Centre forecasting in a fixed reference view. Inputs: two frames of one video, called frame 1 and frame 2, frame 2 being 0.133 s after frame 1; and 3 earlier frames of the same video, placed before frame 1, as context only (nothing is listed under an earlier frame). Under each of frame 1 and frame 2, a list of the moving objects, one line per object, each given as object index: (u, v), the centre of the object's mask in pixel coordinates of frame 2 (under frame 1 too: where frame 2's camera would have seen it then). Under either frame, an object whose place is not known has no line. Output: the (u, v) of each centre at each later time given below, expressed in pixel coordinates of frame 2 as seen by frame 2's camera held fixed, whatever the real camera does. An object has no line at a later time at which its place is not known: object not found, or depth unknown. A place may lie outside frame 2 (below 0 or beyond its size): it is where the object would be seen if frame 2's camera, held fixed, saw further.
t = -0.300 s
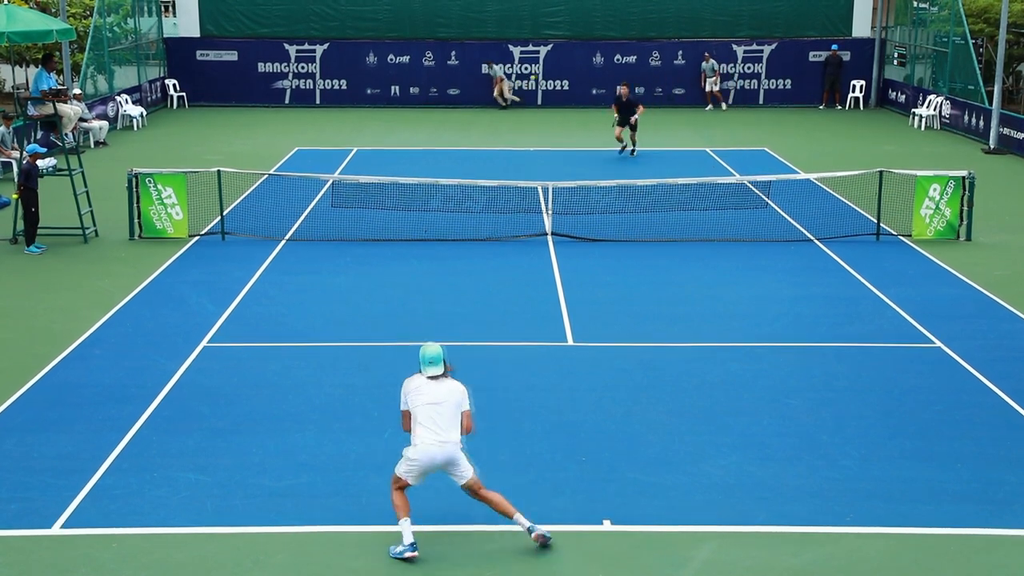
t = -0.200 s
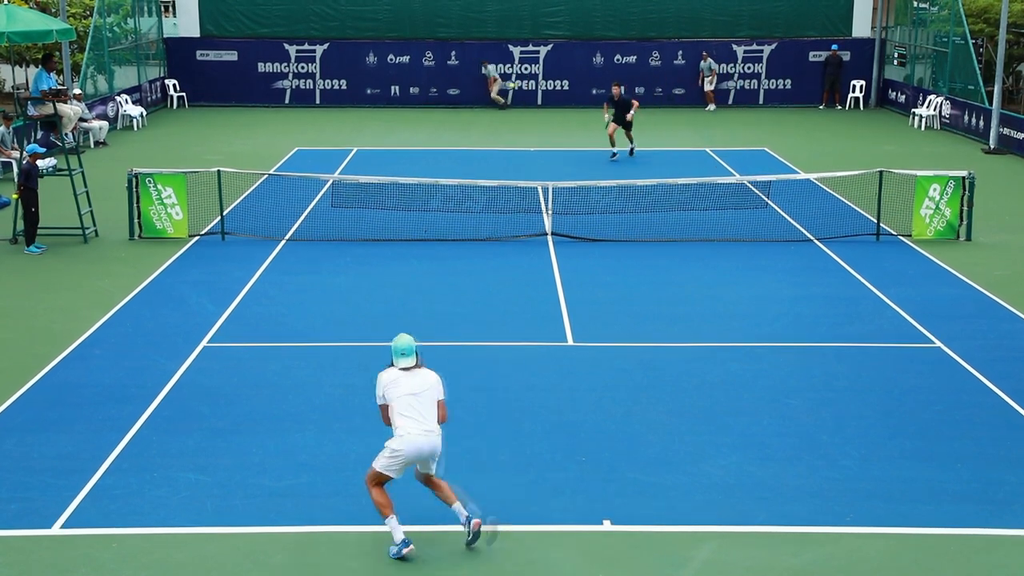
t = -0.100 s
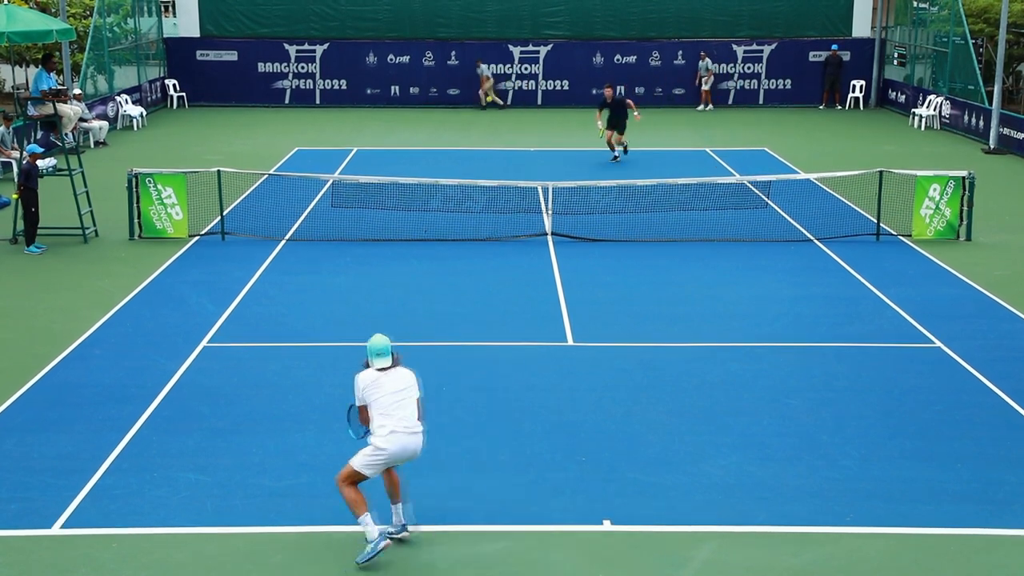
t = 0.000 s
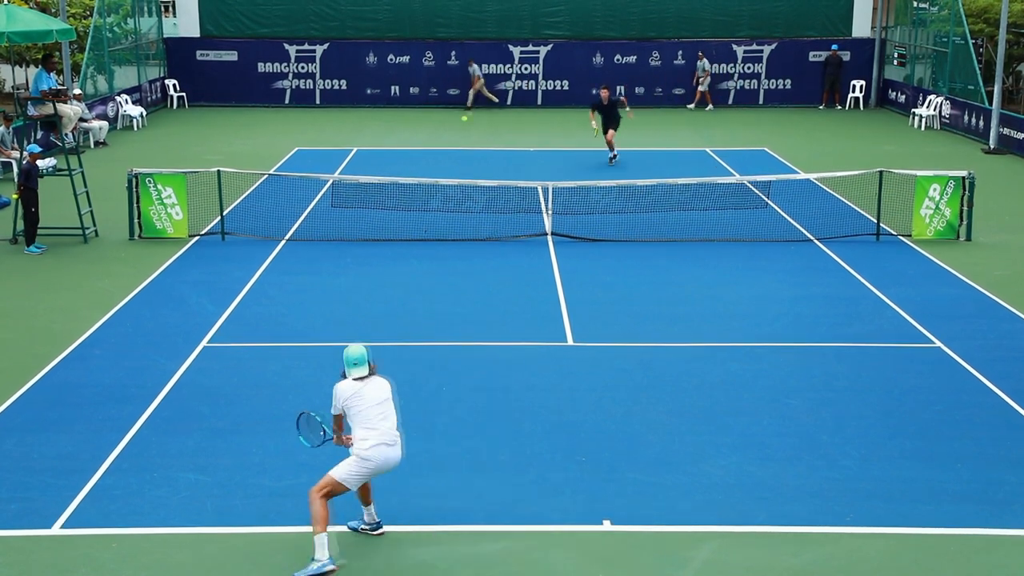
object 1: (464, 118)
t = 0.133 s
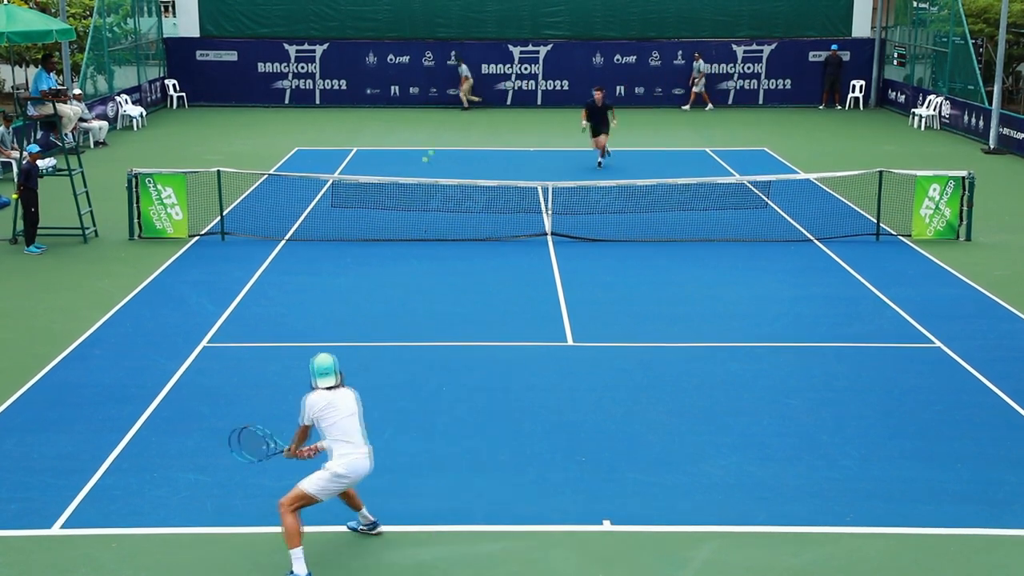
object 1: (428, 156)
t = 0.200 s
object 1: (405, 183)
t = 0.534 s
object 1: (266, 406)
